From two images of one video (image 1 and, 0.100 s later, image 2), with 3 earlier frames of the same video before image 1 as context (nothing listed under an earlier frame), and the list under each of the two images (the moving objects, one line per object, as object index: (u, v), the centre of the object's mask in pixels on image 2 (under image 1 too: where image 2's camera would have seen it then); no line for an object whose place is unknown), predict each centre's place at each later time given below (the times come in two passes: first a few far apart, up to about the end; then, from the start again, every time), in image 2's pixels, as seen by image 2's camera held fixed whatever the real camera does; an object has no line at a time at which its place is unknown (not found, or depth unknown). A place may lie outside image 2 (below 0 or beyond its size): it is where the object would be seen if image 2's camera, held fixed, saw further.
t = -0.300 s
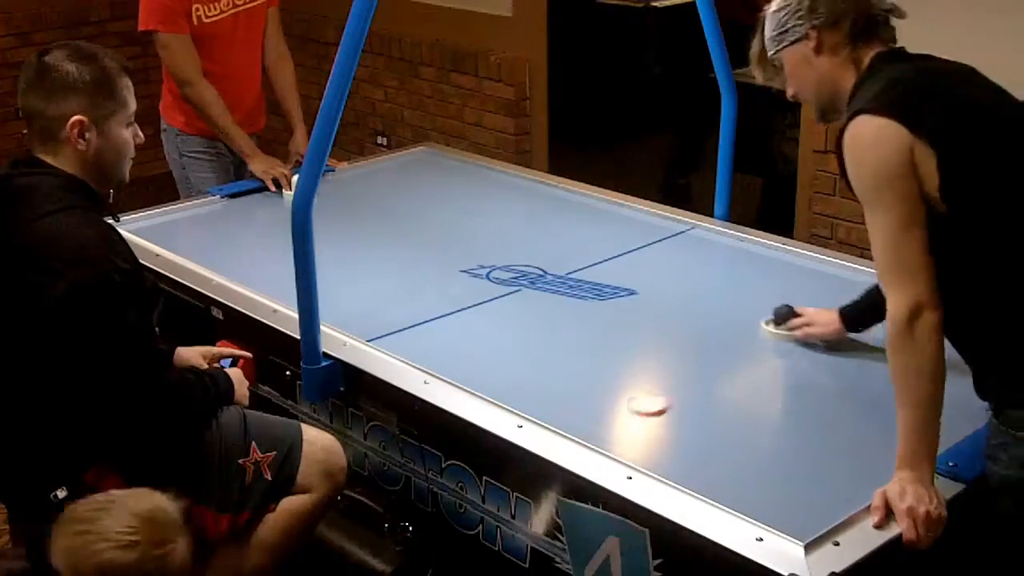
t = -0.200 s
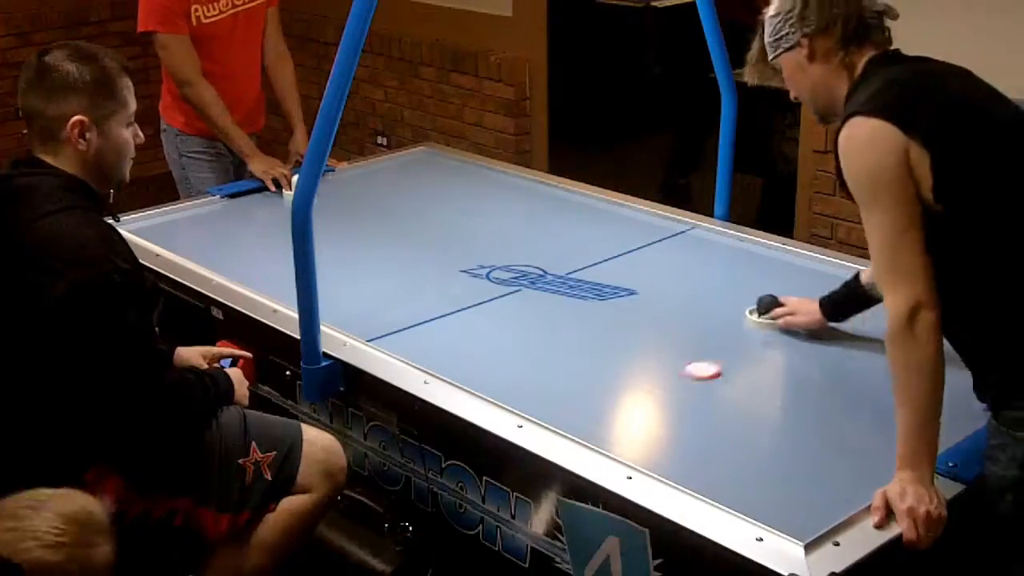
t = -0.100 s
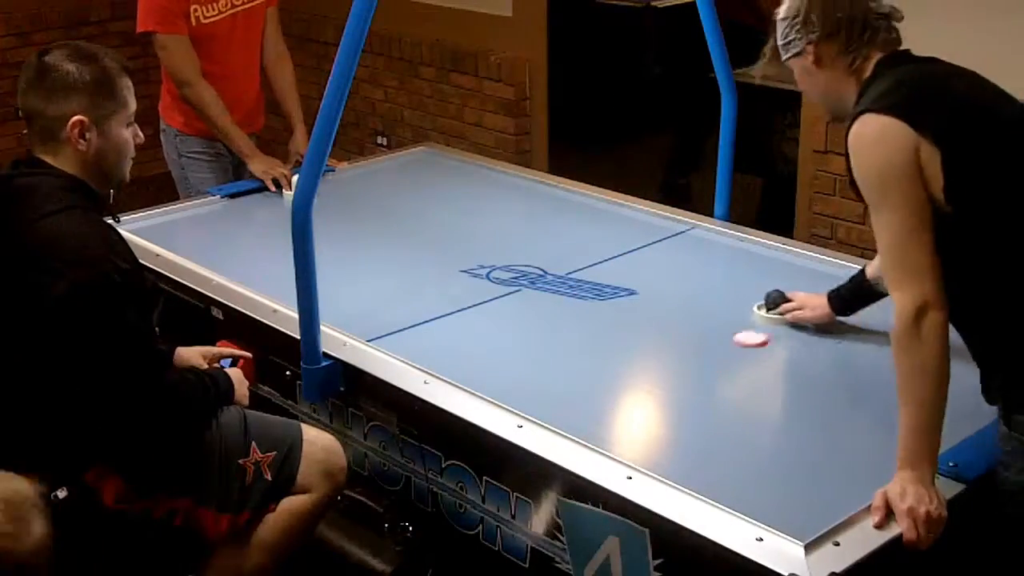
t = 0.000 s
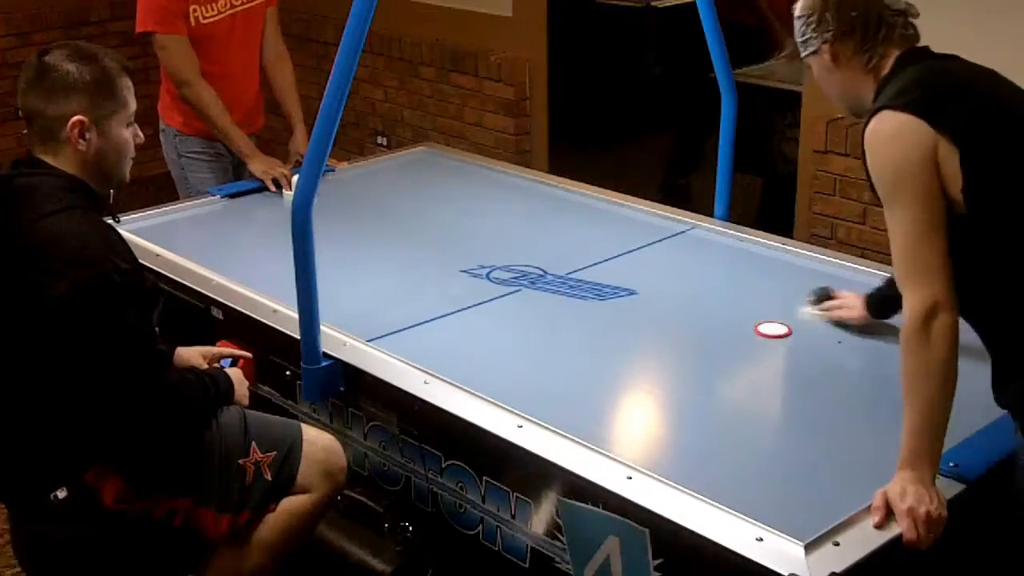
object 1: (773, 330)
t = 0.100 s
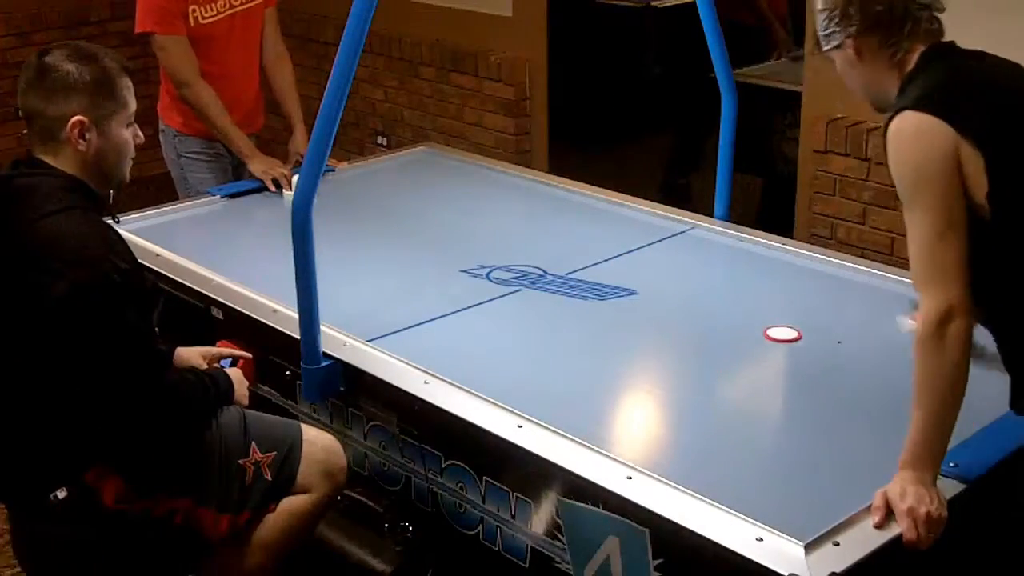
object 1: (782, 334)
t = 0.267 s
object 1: (798, 341)
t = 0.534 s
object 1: (822, 353)
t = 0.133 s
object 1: (785, 335)
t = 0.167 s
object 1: (788, 337)
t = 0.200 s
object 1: (791, 338)
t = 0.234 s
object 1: (795, 340)
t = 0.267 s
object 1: (798, 341)
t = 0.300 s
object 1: (801, 343)
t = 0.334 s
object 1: (804, 344)
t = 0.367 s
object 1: (807, 346)
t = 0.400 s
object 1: (810, 347)
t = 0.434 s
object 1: (813, 349)
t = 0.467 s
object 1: (816, 350)
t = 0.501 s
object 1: (819, 352)
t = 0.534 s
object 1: (822, 353)
